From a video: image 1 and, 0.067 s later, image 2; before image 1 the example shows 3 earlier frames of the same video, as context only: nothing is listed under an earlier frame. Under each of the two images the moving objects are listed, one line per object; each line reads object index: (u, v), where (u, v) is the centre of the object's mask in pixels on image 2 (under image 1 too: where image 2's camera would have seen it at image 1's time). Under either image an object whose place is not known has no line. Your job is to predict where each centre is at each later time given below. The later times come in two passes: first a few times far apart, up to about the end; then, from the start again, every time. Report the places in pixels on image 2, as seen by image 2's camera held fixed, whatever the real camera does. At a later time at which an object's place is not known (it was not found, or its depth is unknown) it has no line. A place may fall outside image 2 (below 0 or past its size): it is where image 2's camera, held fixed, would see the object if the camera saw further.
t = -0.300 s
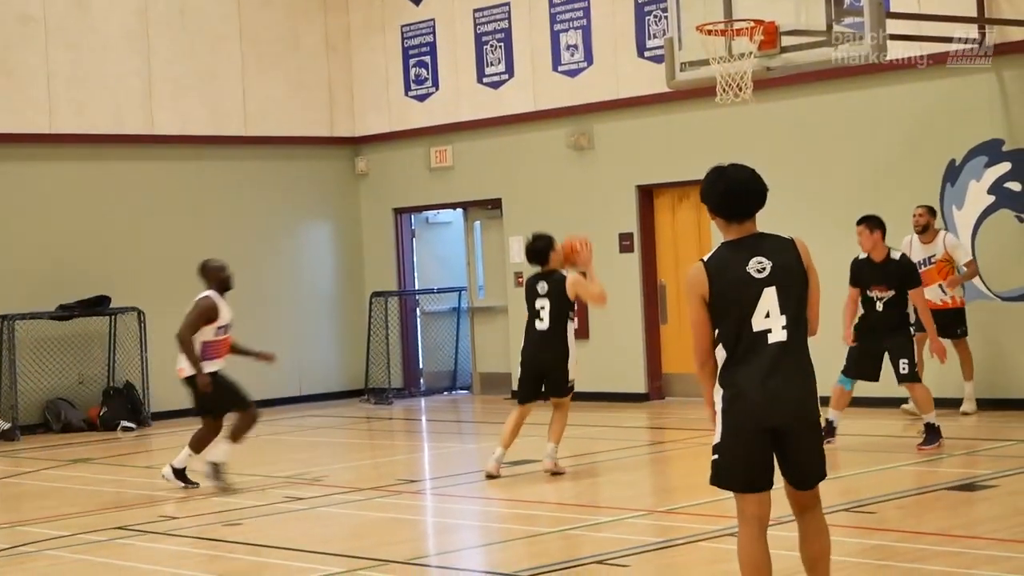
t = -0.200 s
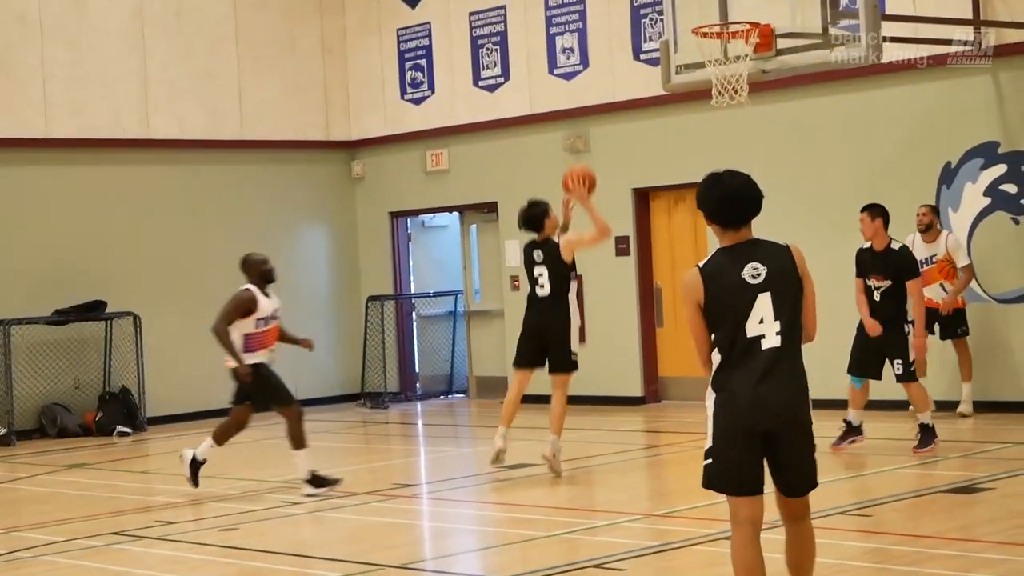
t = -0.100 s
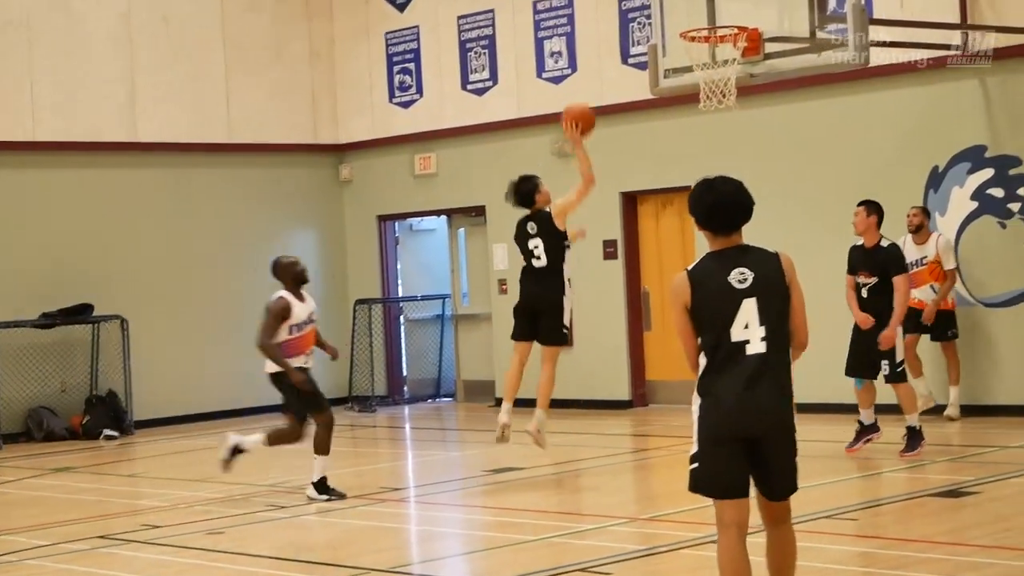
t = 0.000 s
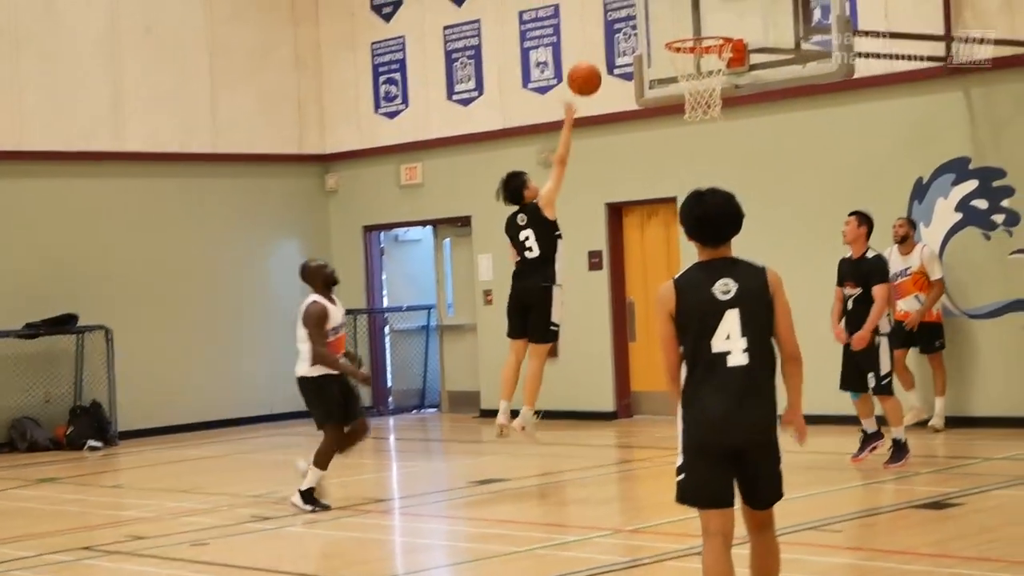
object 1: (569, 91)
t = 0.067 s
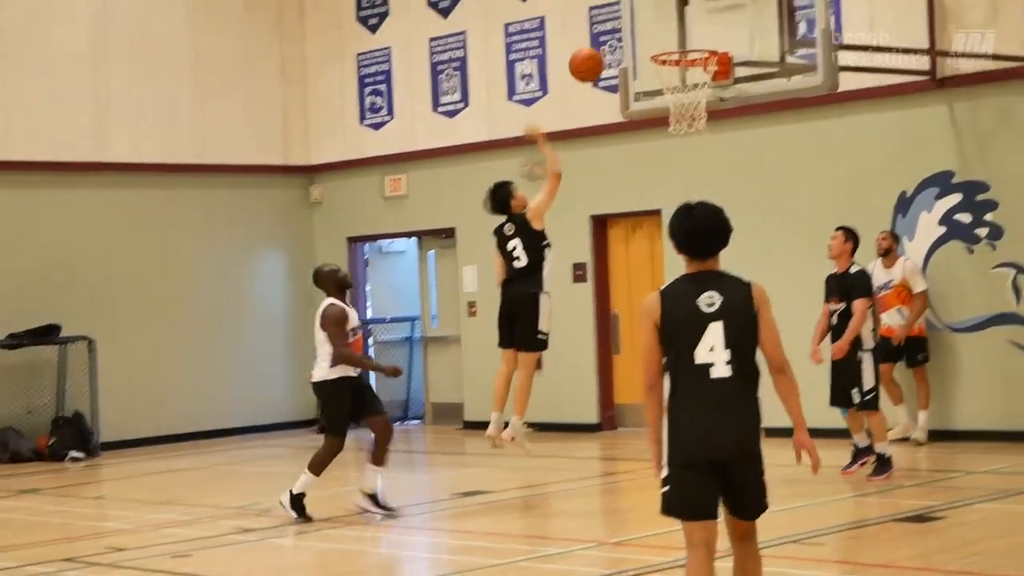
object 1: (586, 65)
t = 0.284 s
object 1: (639, 22)
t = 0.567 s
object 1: (683, 54)
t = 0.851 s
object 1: (675, 119)
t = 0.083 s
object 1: (589, 59)
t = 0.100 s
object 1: (594, 54)
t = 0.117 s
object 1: (598, 49)
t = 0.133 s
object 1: (602, 44)
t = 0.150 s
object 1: (606, 40)
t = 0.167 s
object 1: (610, 37)
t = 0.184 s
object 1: (614, 33)
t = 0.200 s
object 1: (618, 31)
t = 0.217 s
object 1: (623, 28)
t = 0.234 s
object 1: (627, 26)
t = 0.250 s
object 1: (631, 24)
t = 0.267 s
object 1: (635, 23)
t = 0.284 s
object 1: (639, 22)
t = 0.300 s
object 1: (644, 22)
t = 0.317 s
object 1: (648, 21)
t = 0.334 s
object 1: (652, 22)
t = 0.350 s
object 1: (656, 22)
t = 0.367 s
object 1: (660, 23)
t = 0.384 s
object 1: (664, 24)
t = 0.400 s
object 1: (668, 26)
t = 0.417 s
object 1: (672, 29)
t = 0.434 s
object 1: (677, 31)
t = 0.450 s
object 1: (681, 33)
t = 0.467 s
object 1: (685, 36)
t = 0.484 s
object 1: (689, 38)
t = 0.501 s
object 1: (694, 40)
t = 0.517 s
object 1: (697, 42)
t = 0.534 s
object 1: (695, 44)
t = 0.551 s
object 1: (689, 44)
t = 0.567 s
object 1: (683, 54)
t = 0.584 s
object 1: (682, 52)
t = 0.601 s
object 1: (674, 60)
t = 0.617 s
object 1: (668, 63)
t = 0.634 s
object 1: (664, 67)
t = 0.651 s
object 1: (663, 71)
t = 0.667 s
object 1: (664, 72)
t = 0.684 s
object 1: (664, 74)
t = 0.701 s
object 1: (665, 78)
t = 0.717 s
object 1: (666, 83)
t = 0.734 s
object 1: (667, 86)
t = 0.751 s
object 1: (668, 91)
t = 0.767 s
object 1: (670, 97)
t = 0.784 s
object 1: (671, 100)
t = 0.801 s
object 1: (672, 104)
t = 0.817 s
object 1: (673, 109)
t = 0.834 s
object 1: (675, 114)
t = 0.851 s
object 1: (675, 119)
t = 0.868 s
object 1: (678, 124)
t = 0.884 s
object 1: (680, 132)
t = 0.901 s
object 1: (681, 139)
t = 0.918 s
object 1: (682, 144)
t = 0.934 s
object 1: (683, 152)
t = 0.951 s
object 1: (685, 160)
